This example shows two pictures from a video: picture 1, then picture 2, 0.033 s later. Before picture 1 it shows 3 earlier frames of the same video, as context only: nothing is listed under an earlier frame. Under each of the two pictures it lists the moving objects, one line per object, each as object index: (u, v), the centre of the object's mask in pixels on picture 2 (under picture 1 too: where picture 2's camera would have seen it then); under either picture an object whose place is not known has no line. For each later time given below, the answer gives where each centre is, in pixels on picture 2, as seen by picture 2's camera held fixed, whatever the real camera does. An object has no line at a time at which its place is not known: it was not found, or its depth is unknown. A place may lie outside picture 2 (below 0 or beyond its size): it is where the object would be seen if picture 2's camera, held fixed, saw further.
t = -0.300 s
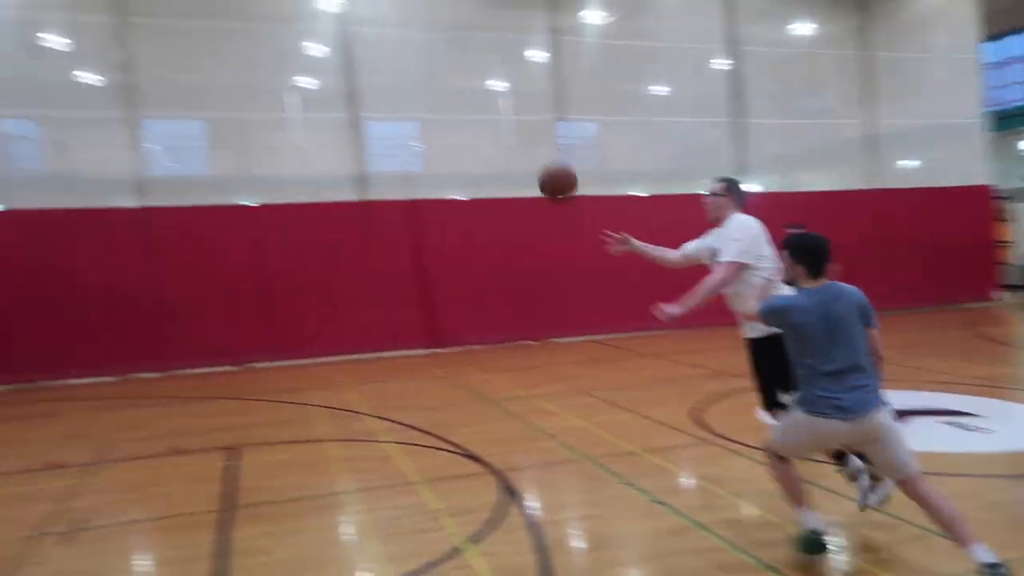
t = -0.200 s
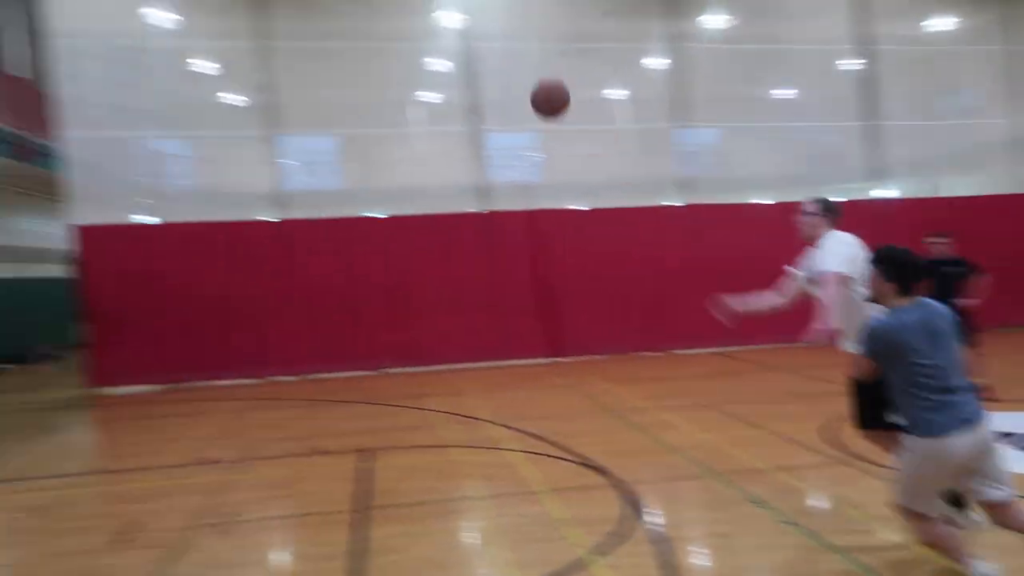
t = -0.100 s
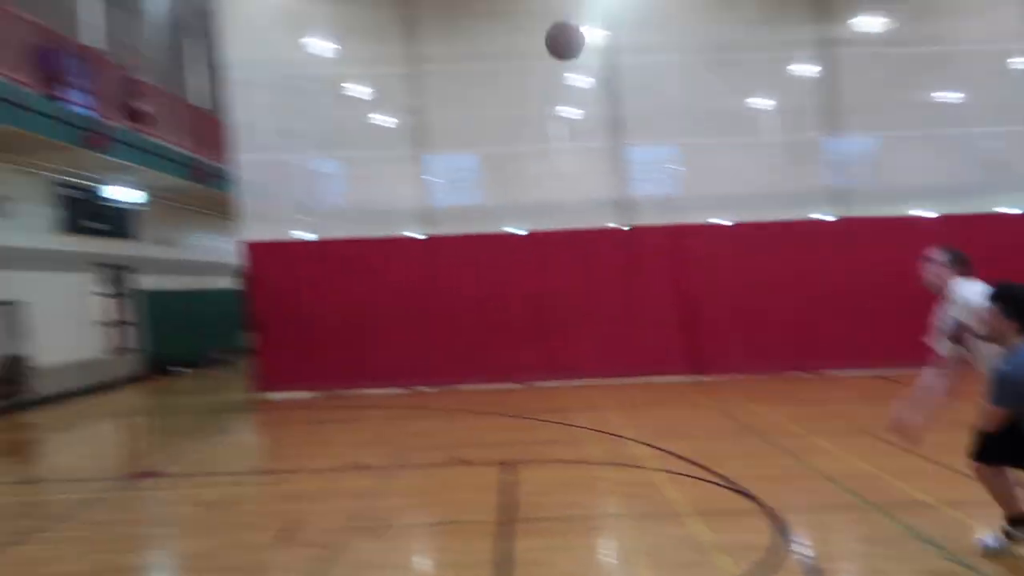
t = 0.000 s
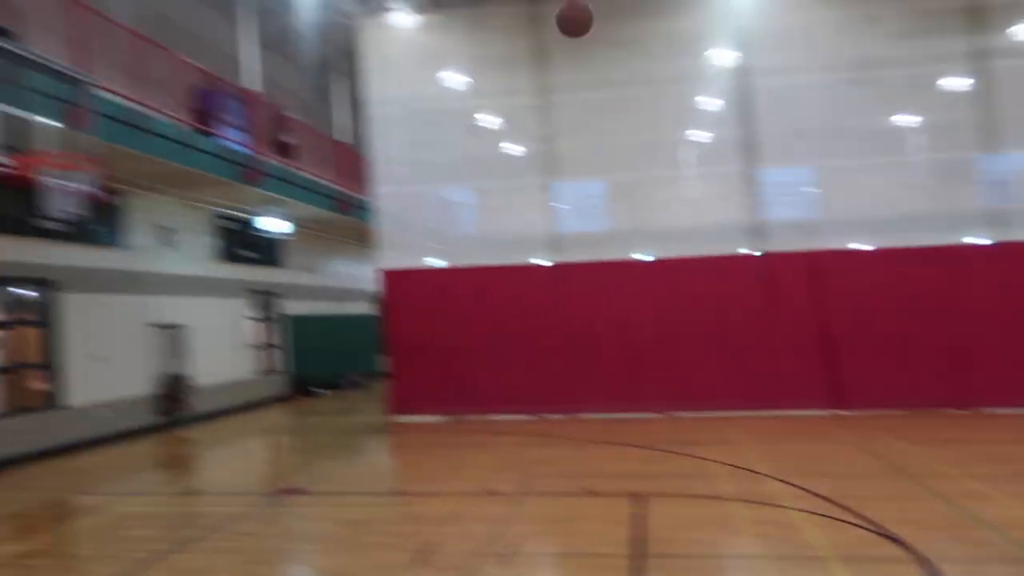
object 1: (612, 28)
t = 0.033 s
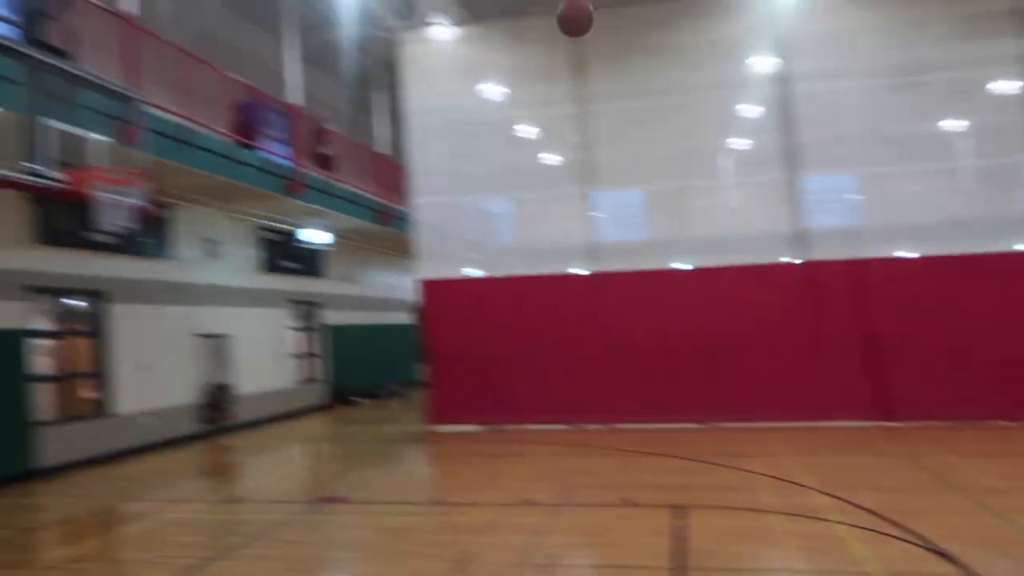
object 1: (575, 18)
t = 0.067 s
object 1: (539, 10)
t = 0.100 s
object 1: (505, 3)
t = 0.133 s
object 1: (471, 0)
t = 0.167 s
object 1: (441, -3)
